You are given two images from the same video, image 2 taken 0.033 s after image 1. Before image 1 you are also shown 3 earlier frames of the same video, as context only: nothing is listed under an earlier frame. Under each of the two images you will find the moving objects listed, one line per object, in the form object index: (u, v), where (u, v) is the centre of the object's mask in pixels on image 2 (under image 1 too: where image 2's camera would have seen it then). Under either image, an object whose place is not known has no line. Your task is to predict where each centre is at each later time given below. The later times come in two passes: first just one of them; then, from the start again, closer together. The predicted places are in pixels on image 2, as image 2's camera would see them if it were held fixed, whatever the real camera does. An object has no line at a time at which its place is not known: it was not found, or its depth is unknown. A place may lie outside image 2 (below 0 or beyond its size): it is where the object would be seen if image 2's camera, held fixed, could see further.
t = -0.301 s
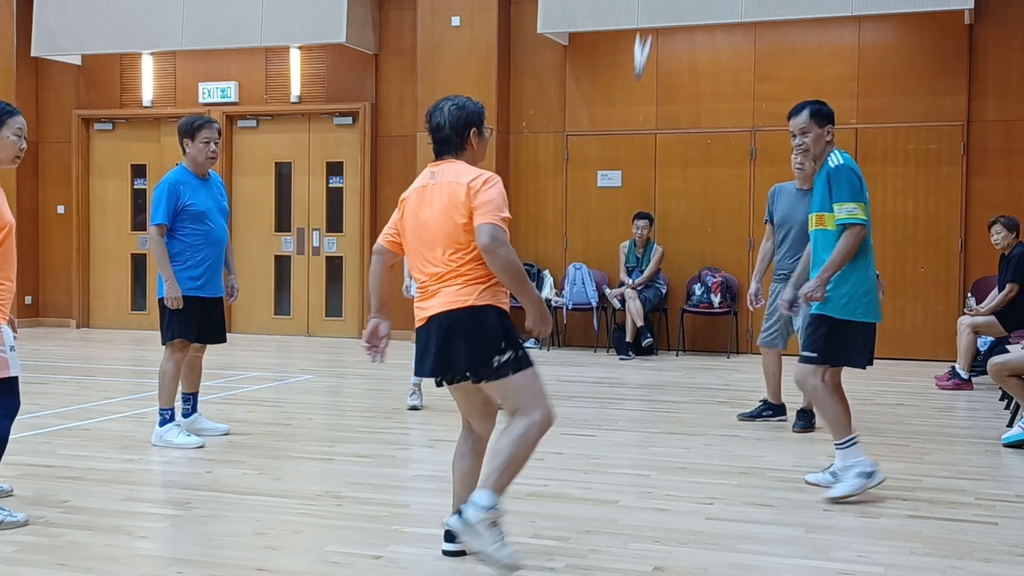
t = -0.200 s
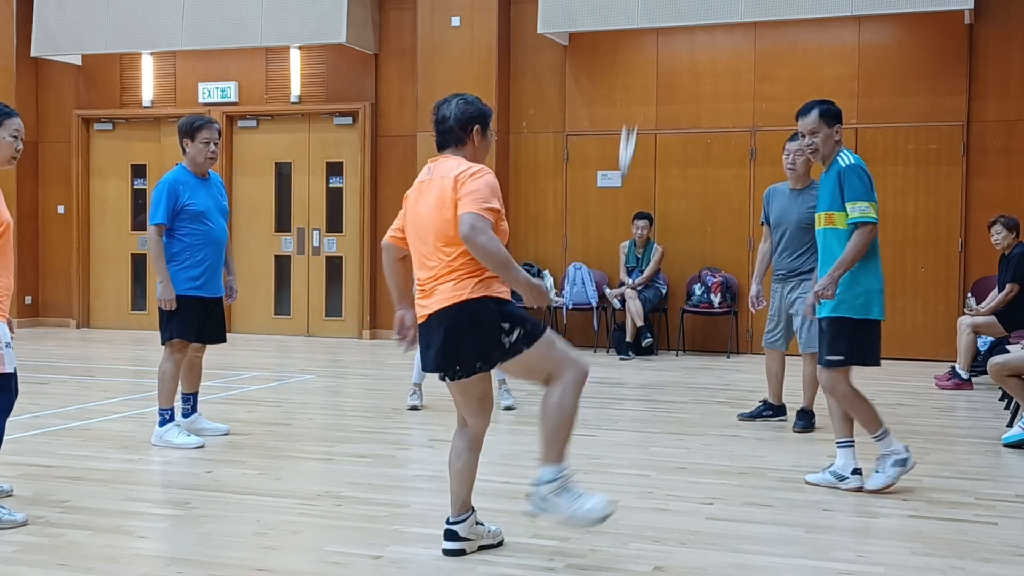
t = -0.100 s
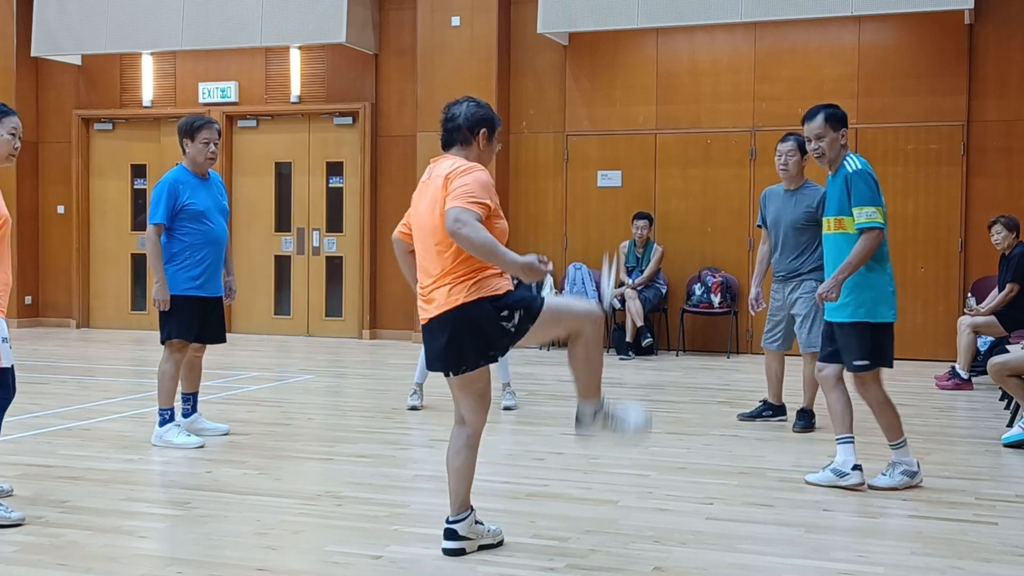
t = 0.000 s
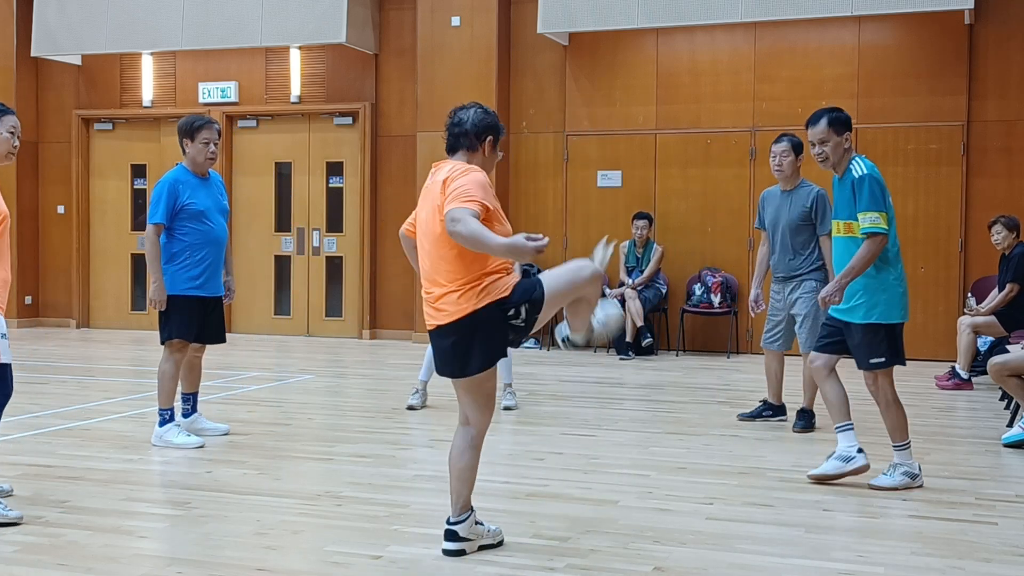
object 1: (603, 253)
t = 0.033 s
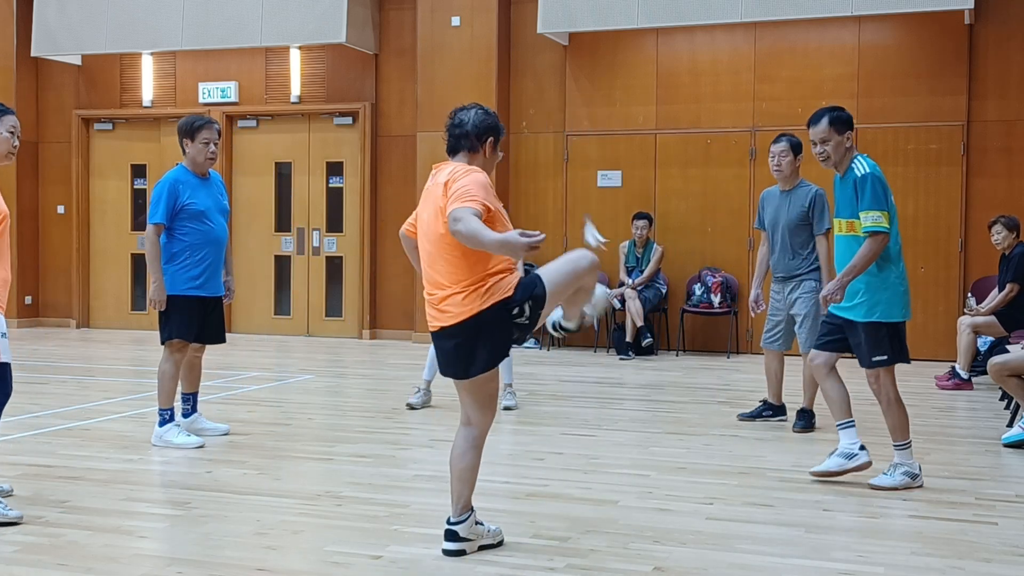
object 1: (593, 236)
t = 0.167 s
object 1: (578, 103)
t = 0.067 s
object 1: (583, 207)
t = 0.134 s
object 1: (579, 136)
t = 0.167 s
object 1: (578, 103)
